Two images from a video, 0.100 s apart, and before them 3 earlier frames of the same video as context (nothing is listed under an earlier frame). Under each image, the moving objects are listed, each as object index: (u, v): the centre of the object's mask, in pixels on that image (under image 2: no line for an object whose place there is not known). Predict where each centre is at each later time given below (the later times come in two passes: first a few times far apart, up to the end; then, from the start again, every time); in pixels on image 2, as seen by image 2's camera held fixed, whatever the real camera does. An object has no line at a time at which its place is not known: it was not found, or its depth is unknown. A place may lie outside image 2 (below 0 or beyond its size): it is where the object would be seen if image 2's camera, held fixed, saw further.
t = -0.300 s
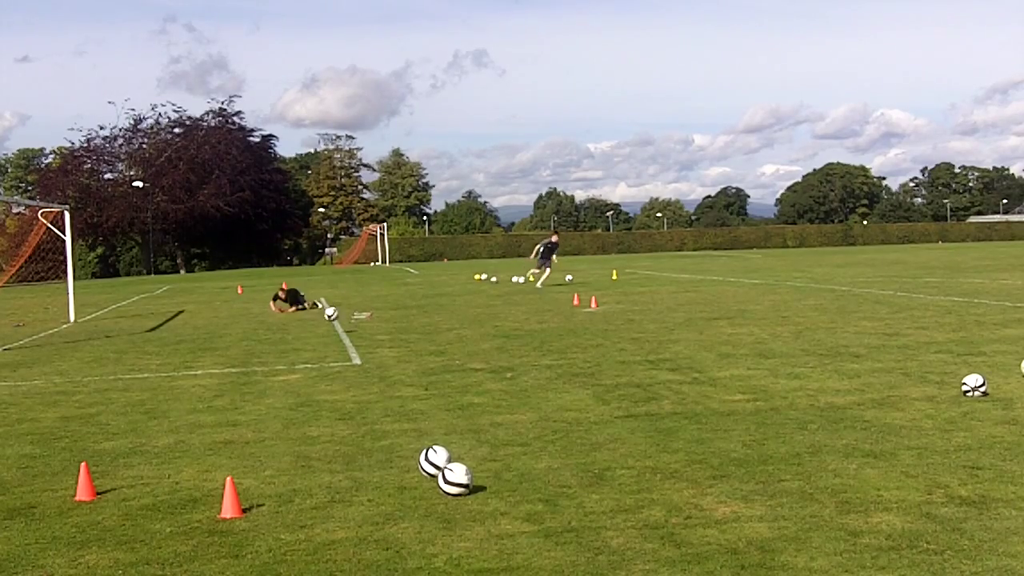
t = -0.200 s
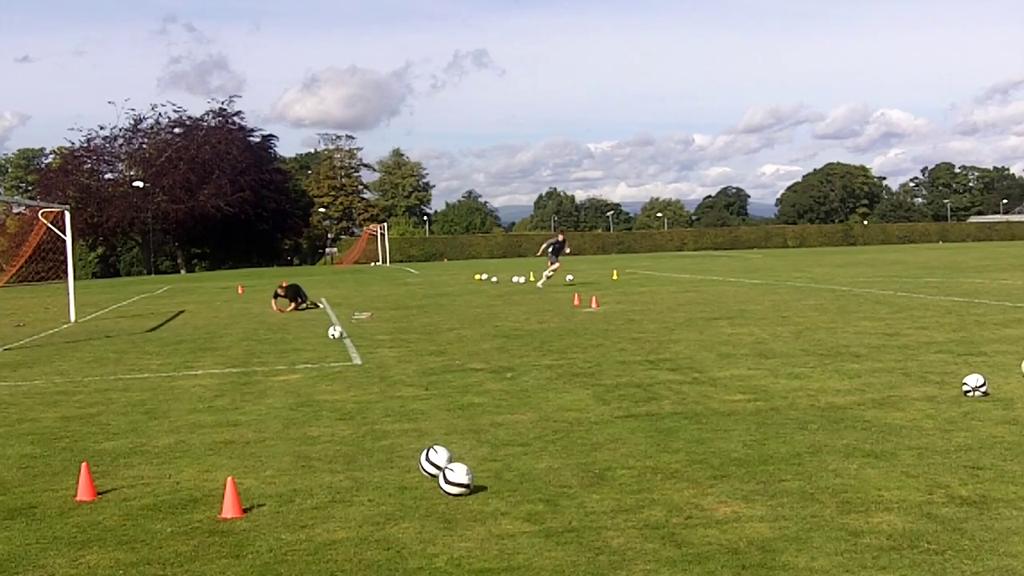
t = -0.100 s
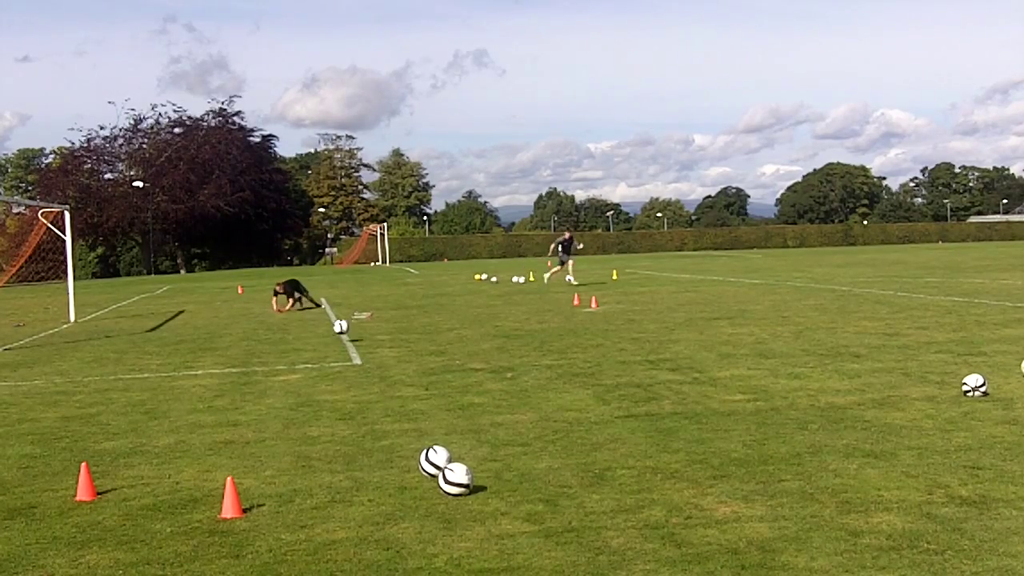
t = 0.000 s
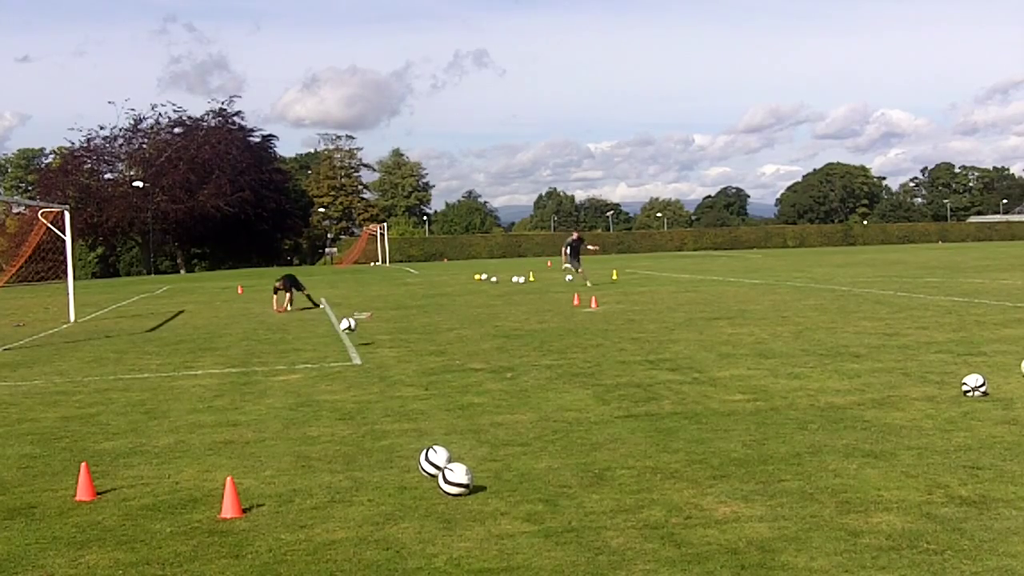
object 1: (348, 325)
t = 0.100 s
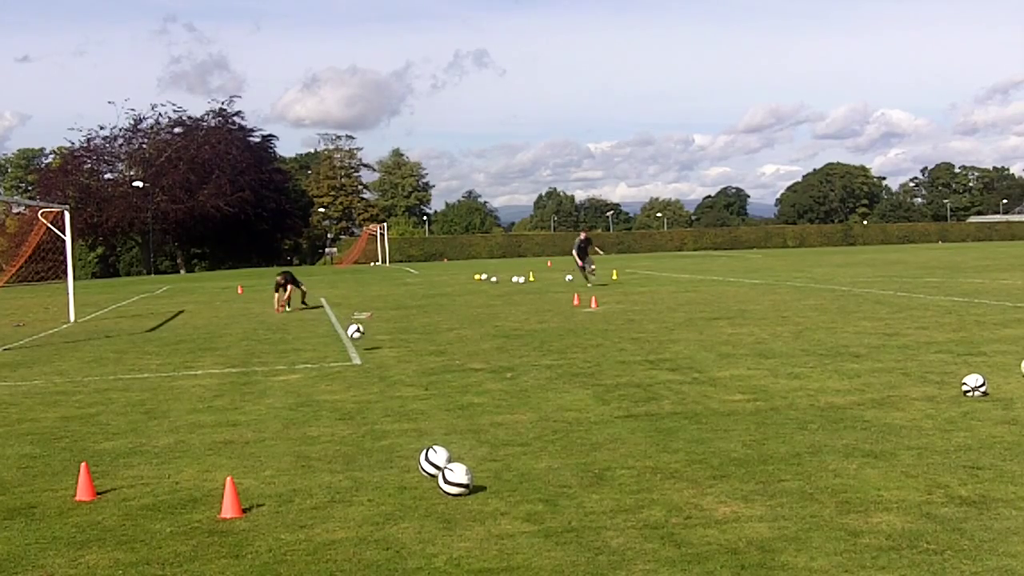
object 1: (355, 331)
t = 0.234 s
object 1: (366, 351)
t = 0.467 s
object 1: (393, 356)
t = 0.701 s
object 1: (420, 368)
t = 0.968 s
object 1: (458, 387)
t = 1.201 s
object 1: (497, 403)
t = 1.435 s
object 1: (539, 424)
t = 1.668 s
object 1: (591, 447)
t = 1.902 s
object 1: (652, 477)
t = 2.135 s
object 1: (725, 511)
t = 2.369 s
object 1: (815, 558)
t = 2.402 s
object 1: (829, 561)
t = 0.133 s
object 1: (358, 335)
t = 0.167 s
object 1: (361, 340)
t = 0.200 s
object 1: (363, 346)
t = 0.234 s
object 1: (366, 351)
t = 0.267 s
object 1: (370, 349)
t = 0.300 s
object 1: (374, 348)
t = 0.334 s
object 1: (377, 348)
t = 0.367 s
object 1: (381, 348)
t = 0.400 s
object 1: (384, 350)
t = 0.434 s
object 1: (388, 352)
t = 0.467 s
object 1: (393, 356)
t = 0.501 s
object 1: (397, 361)
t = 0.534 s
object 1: (400, 364)
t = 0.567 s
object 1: (404, 364)
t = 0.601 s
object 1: (408, 364)
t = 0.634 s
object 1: (412, 364)
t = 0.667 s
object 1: (416, 365)
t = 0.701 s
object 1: (420, 368)
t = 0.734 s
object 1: (424, 371)
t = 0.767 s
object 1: (429, 376)
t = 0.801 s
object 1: (433, 379)
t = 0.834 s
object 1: (438, 380)
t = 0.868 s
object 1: (443, 380)
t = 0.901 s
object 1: (448, 381)
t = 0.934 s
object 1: (453, 384)
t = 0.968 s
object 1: (458, 387)
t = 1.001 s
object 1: (464, 391)
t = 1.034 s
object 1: (469, 393)
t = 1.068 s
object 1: (474, 394)
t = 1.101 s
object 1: (479, 395)
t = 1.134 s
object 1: (485, 397)
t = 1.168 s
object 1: (491, 401)
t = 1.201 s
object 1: (497, 403)
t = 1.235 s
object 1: (502, 405)
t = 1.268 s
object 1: (508, 408)
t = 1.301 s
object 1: (514, 411)
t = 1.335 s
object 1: (520, 413)
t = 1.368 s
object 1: (526, 416)
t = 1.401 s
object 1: (533, 420)
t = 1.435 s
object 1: (539, 424)
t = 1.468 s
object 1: (546, 426)
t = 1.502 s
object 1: (553, 428)
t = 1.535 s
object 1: (561, 431)
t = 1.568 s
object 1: (568, 436)
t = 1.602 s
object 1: (576, 442)
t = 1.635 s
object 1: (582, 445)
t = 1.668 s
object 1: (591, 447)
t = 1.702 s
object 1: (599, 451)
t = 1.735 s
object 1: (607, 456)
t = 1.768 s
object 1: (616, 460)
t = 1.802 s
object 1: (624, 465)
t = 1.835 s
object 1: (633, 470)
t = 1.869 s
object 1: (642, 474)
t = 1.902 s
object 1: (652, 477)
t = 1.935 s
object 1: (661, 481)
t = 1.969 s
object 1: (672, 487)
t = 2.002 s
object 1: (682, 496)
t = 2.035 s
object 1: (693, 502)
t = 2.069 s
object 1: (703, 504)
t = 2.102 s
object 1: (714, 507)
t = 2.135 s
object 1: (725, 511)
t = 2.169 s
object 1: (736, 519)
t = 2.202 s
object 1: (749, 529)
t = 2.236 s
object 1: (761, 537)
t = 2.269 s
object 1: (774, 544)
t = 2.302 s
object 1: (787, 549)
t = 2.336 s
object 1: (801, 554)
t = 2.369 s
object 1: (815, 558)
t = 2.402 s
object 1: (829, 561)
